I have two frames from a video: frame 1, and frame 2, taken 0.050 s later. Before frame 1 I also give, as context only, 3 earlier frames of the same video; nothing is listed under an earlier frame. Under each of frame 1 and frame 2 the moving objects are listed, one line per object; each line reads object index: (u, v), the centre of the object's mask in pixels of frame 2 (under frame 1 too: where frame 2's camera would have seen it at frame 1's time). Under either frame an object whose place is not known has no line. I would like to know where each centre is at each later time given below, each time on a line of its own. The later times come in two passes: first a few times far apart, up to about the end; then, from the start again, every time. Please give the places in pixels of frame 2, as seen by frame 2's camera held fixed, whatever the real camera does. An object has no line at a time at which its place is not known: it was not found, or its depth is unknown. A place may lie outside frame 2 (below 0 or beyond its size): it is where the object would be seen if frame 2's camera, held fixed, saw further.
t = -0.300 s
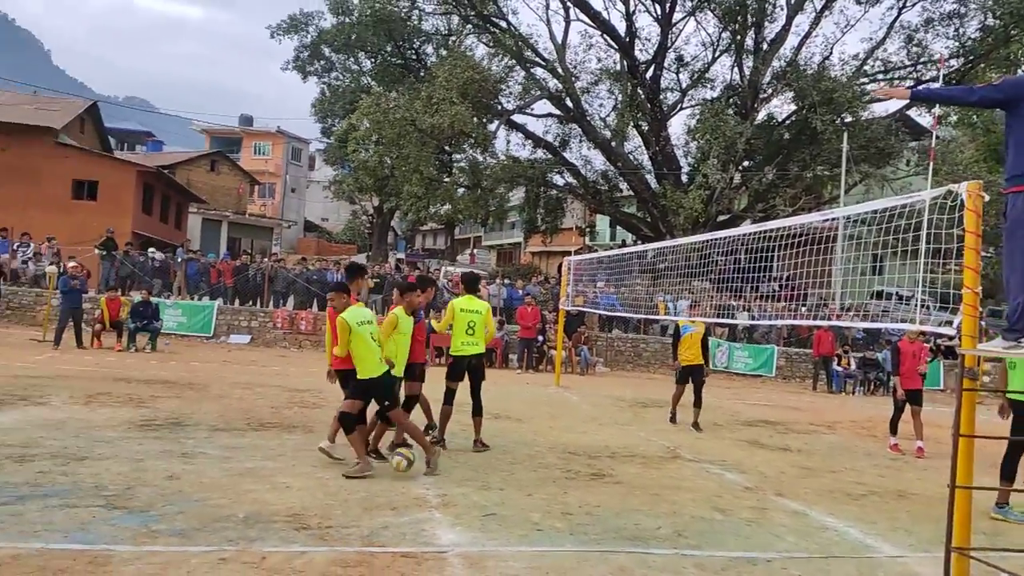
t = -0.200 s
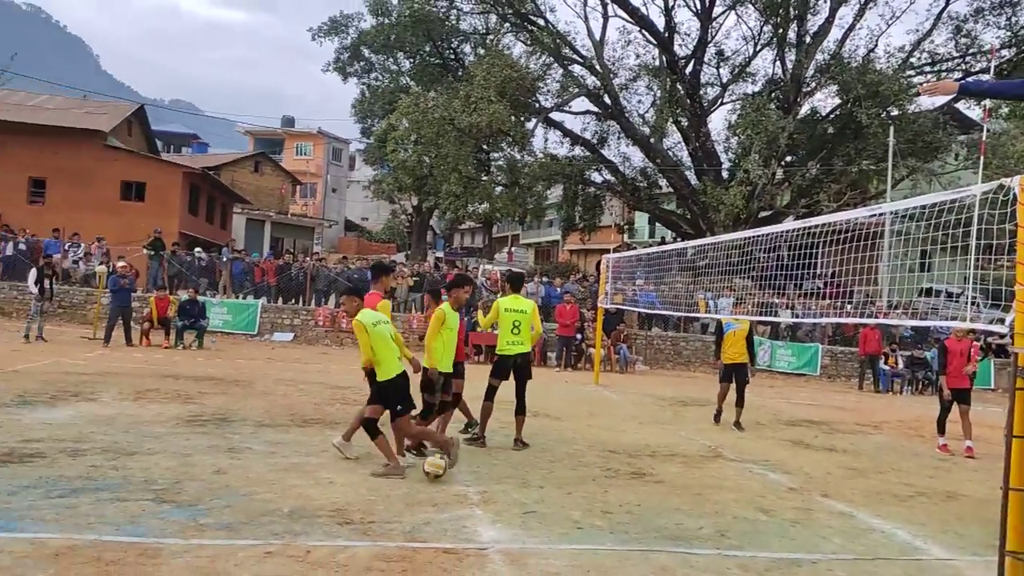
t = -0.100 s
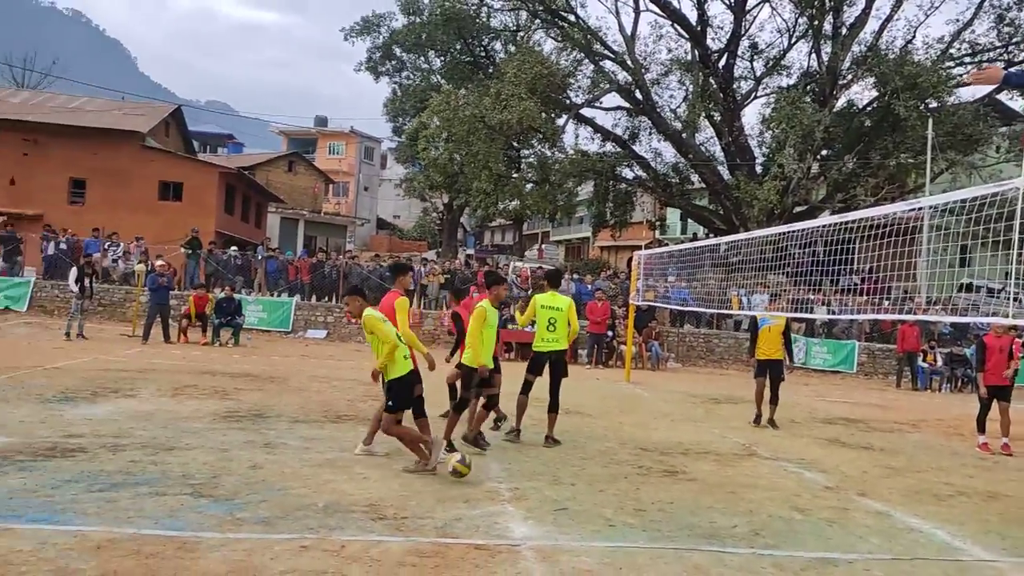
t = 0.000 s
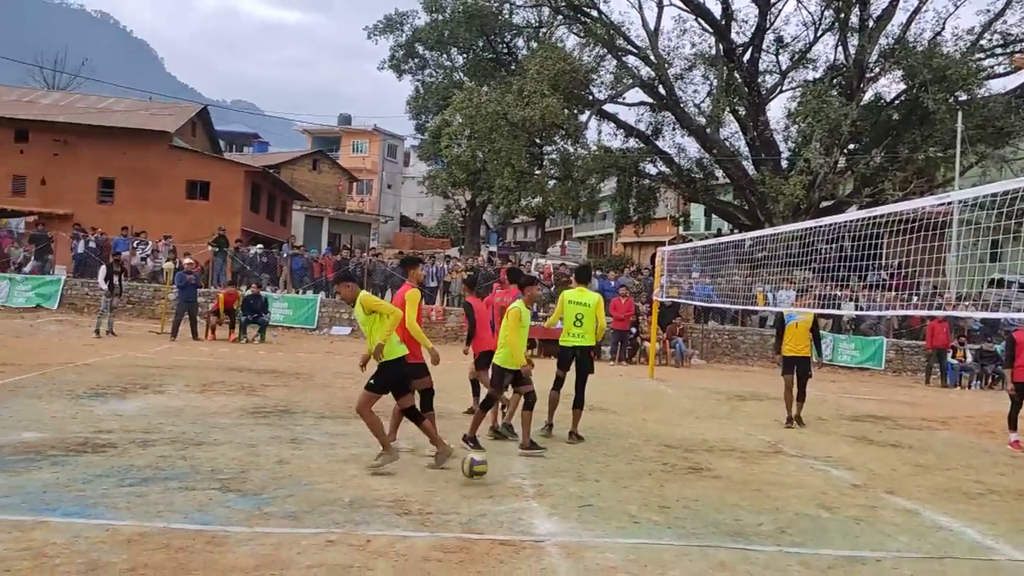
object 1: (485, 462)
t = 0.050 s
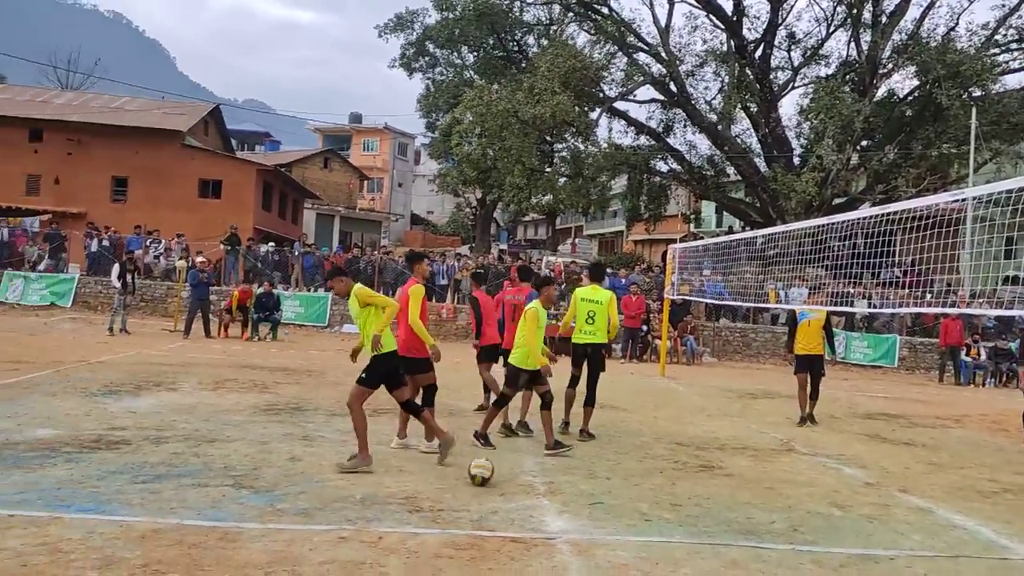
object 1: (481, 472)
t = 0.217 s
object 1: (469, 482)
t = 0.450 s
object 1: (449, 496)
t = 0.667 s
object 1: (434, 512)
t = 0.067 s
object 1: (479, 474)
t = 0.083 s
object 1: (479, 474)
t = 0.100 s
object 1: (477, 474)
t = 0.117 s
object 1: (476, 474)
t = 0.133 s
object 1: (475, 475)
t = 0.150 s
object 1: (474, 477)
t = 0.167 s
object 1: (472, 478)
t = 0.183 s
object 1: (472, 480)
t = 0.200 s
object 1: (470, 481)
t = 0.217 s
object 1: (469, 482)
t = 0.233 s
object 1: (467, 483)
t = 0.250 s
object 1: (465, 485)
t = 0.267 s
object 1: (464, 486)
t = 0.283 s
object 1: (462, 488)
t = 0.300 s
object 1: (462, 488)
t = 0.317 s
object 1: (460, 490)
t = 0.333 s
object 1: (459, 491)
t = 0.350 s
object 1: (458, 492)
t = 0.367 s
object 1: (457, 493)
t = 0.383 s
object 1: (454, 494)
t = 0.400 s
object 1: (452, 495)
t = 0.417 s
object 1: (451, 495)
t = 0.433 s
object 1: (450, 496)
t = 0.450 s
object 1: (449, 496)
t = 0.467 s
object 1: (448, 498)
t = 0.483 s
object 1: (446, 500)
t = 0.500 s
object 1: (444, 500)
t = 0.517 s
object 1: (443, 501)
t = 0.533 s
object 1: (443, 501)
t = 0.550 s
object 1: (442, 502)
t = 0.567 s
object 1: (441, 503)
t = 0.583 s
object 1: (440, 505)
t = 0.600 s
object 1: (440, 507)
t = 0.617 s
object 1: (438, 509)
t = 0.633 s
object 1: (437, 510)
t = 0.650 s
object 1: (435, 511)
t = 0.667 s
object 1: (434, 512)
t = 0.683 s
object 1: (433, 513)
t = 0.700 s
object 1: (431, 515)
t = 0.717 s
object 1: (430, 517)
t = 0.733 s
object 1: (429, 519)
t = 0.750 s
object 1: (428, 520)
